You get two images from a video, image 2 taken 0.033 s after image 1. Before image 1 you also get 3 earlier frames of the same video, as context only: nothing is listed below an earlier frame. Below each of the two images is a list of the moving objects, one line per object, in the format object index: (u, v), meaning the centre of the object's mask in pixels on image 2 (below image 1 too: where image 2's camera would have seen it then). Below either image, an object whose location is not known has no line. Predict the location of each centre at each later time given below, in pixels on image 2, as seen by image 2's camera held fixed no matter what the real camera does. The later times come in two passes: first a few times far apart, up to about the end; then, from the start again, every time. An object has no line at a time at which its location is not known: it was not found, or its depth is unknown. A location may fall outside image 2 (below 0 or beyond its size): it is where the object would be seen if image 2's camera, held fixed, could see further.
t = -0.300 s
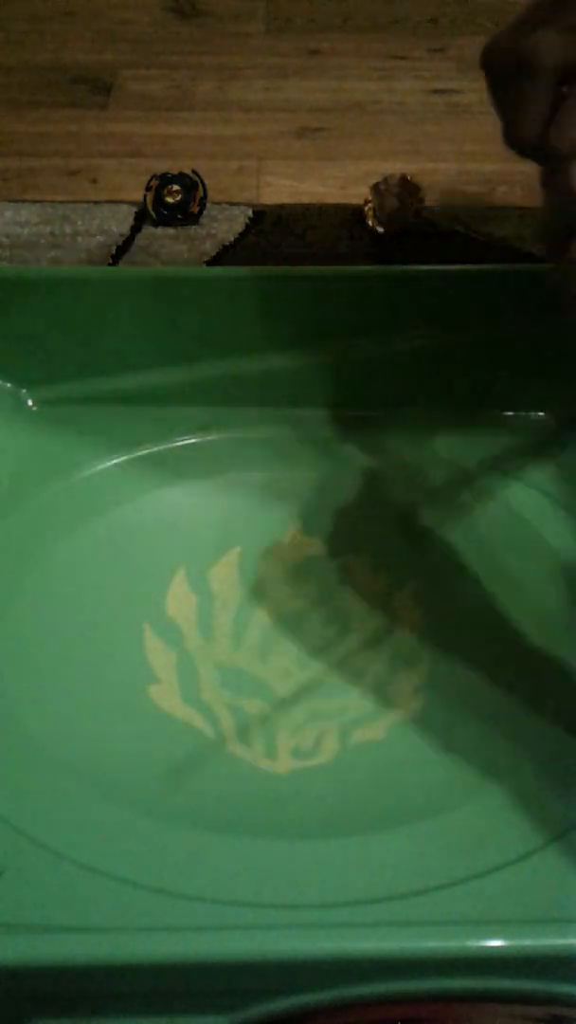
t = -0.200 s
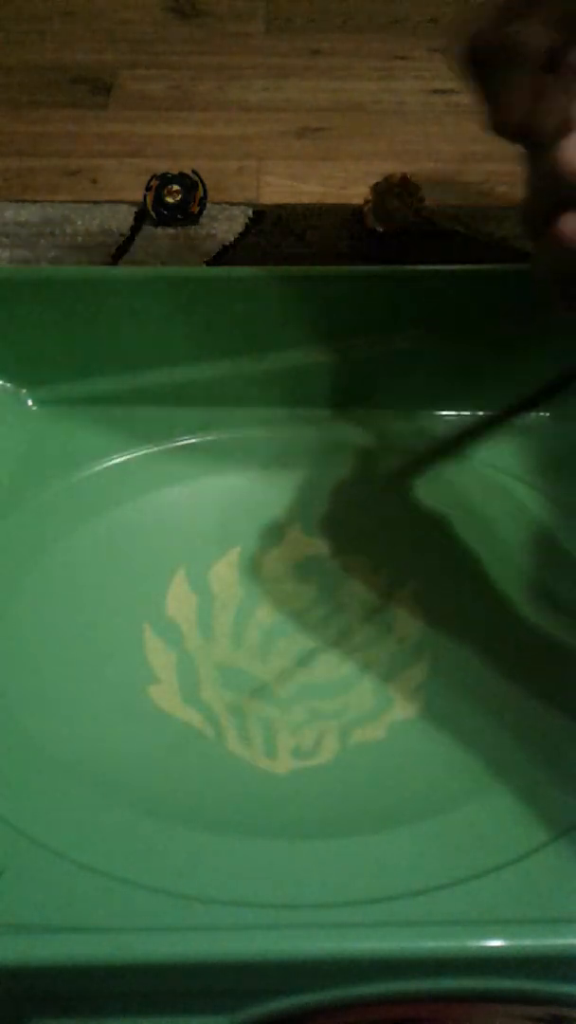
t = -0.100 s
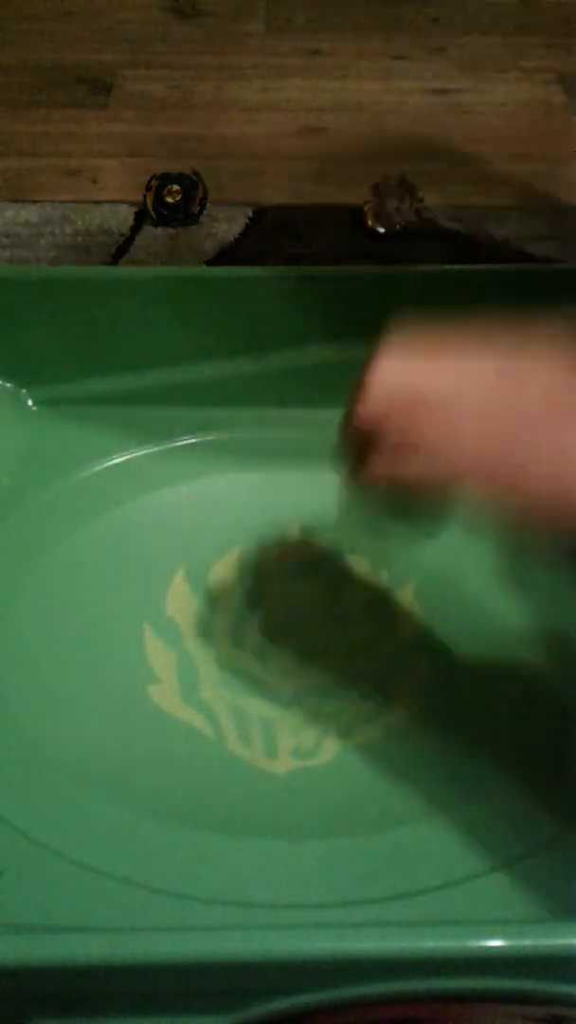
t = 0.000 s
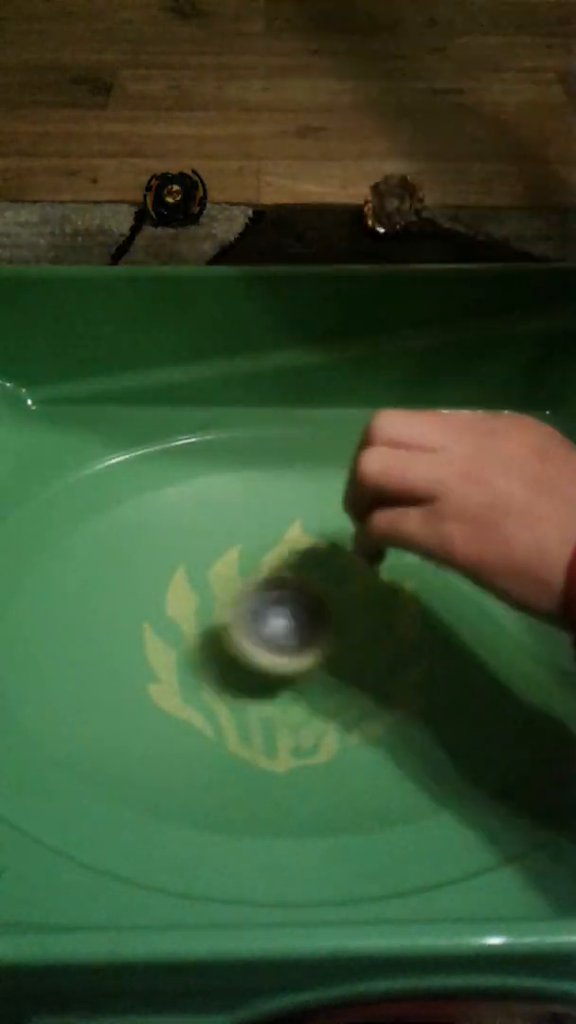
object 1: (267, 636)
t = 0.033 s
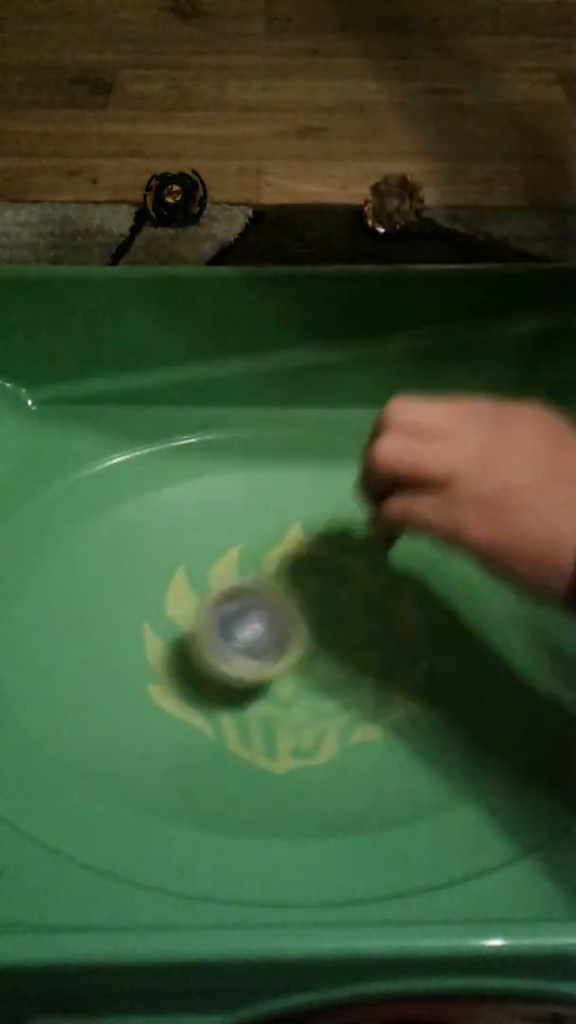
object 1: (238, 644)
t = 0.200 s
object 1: (162, 686)
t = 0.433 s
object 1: (360, 654)
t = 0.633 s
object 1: (503, 547)
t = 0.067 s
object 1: (207, 664)
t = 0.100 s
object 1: (183, 681)
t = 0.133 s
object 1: (169, 684)
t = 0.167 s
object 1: (161, 685)
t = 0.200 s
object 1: (162, 686)
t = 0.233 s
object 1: (172, 686)
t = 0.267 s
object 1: (191, 685)
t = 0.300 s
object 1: (219, 683)
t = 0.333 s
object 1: (253, 678)
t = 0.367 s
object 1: (289, 670)
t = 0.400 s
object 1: (325, 663)
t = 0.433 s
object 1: (360, 654)
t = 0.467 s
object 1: (394, 643)
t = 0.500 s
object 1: (425, 629)
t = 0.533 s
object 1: (449, 612)
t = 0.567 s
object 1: (472, 593)
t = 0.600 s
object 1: (490, 571)
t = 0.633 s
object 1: (503, 547)
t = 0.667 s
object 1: (508, 521)
